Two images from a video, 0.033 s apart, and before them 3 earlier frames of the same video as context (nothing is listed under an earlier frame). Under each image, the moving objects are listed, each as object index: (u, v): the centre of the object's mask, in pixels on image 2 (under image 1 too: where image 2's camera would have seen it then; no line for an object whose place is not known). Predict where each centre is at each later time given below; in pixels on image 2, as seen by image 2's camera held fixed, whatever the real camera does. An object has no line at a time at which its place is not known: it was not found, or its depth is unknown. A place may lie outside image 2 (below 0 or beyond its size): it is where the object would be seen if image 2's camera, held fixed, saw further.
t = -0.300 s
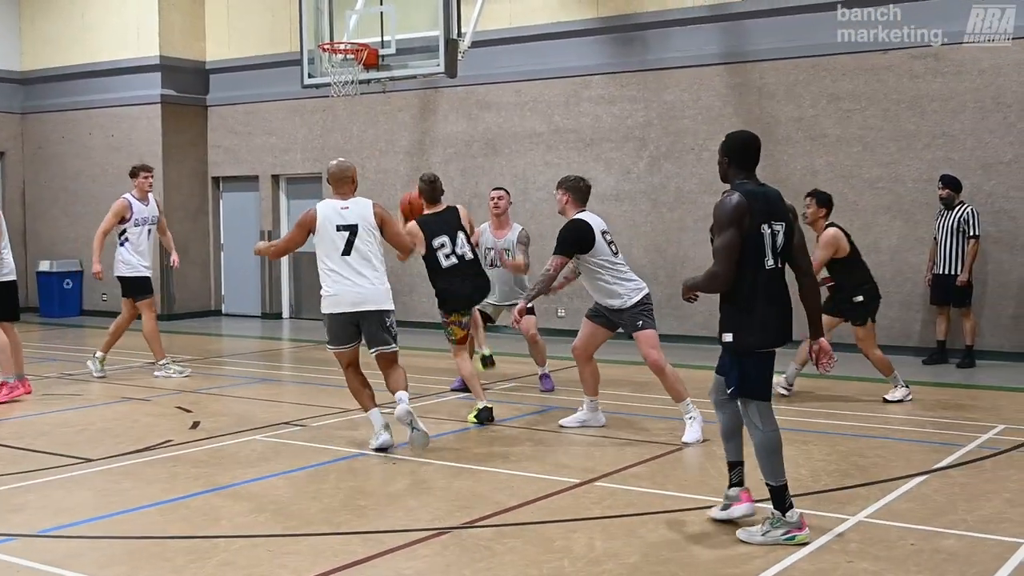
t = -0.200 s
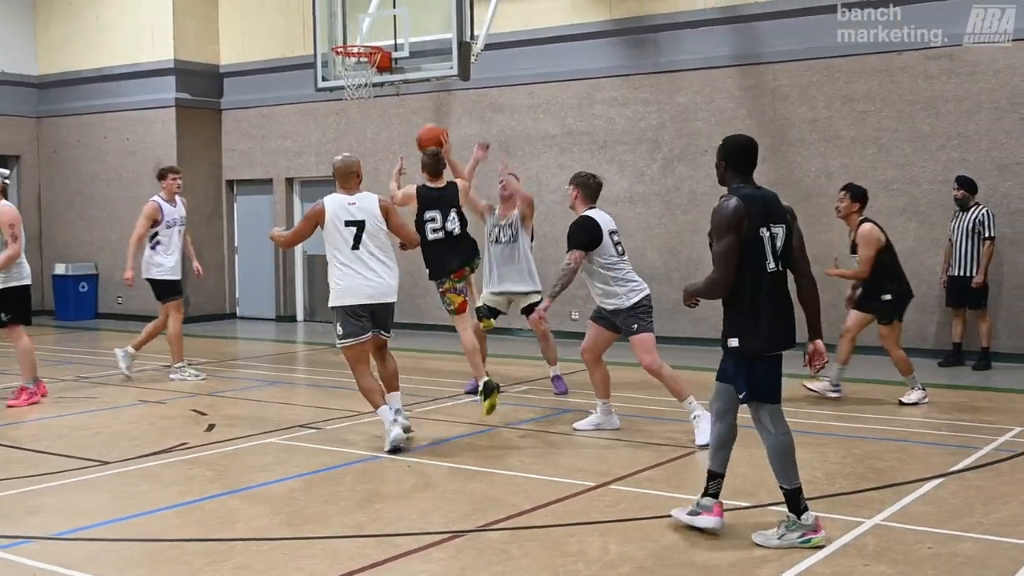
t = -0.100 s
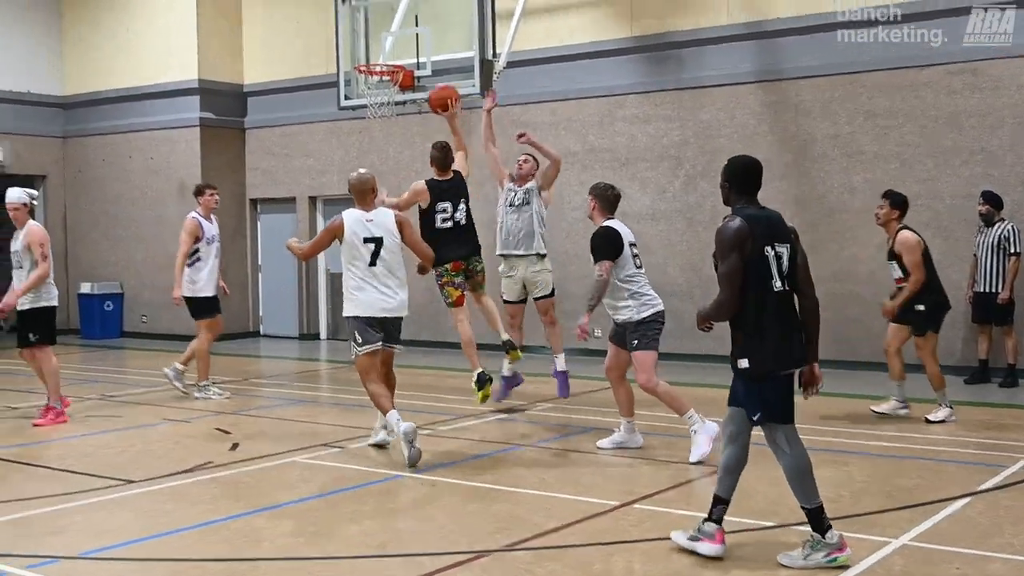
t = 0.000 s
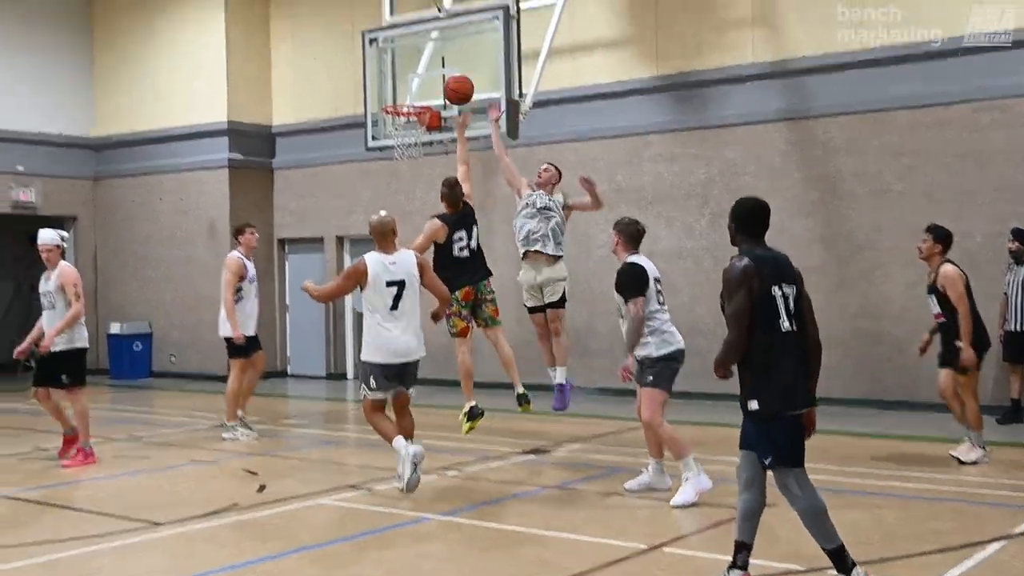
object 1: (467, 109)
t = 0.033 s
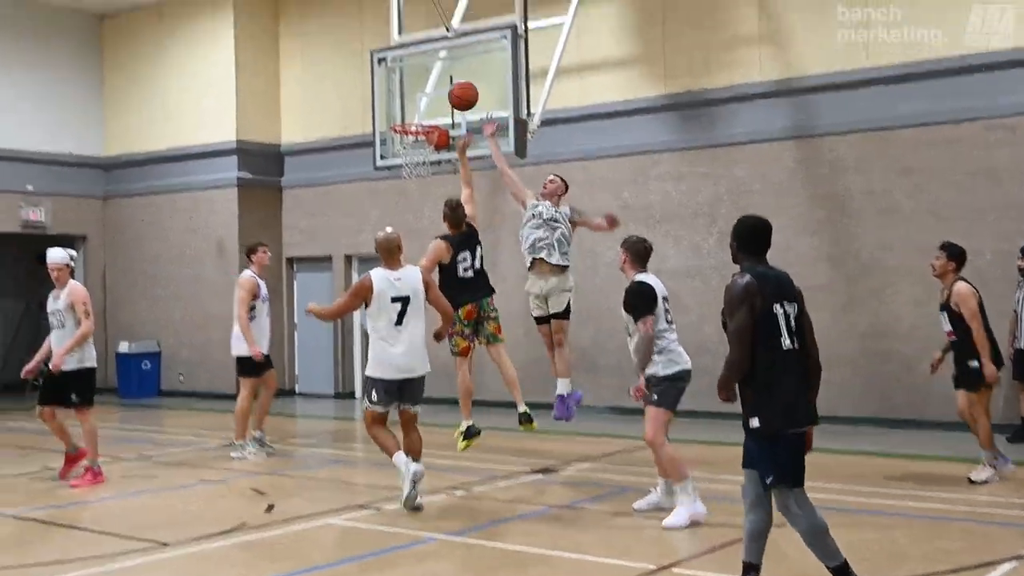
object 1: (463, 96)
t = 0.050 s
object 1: (461, 89)
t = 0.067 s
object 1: (460, 84)
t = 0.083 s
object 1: (458, 80)
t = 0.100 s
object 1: (456, 76)
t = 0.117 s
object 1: (455, 72)
